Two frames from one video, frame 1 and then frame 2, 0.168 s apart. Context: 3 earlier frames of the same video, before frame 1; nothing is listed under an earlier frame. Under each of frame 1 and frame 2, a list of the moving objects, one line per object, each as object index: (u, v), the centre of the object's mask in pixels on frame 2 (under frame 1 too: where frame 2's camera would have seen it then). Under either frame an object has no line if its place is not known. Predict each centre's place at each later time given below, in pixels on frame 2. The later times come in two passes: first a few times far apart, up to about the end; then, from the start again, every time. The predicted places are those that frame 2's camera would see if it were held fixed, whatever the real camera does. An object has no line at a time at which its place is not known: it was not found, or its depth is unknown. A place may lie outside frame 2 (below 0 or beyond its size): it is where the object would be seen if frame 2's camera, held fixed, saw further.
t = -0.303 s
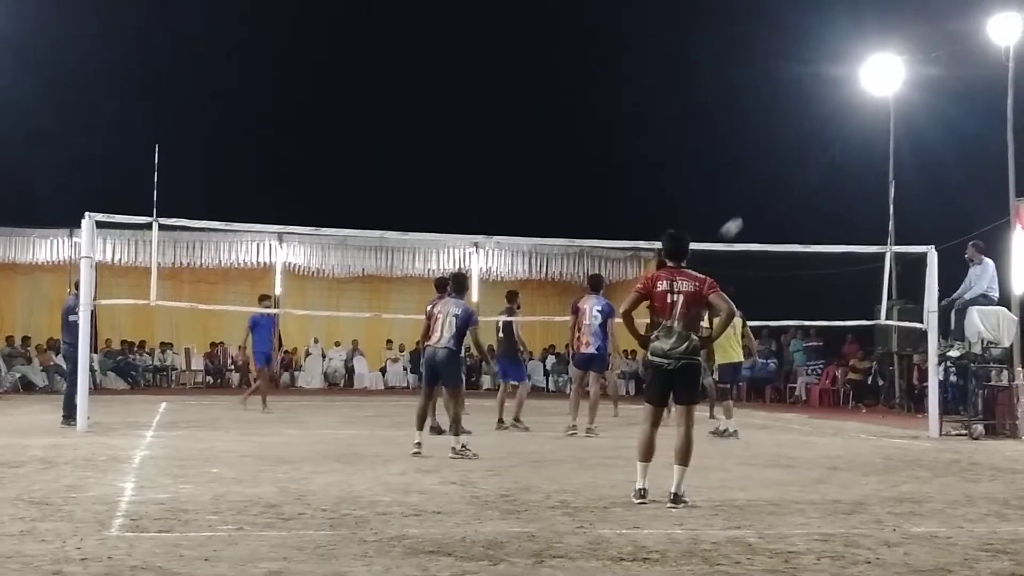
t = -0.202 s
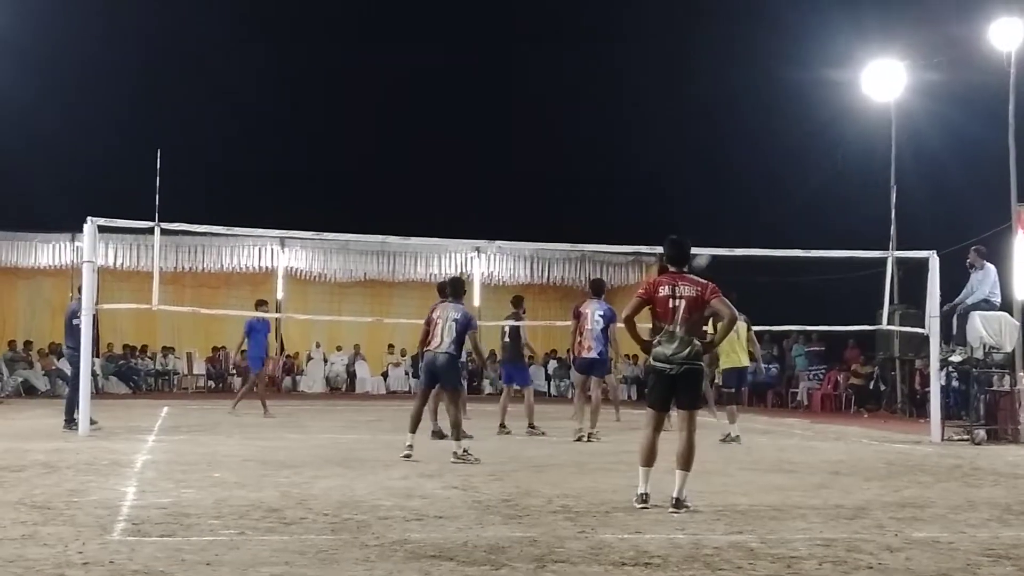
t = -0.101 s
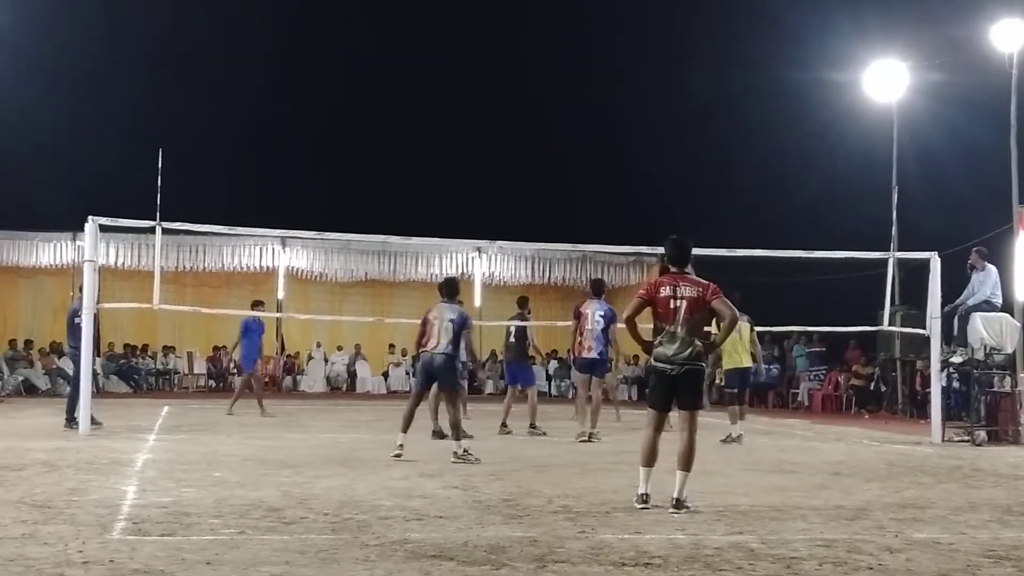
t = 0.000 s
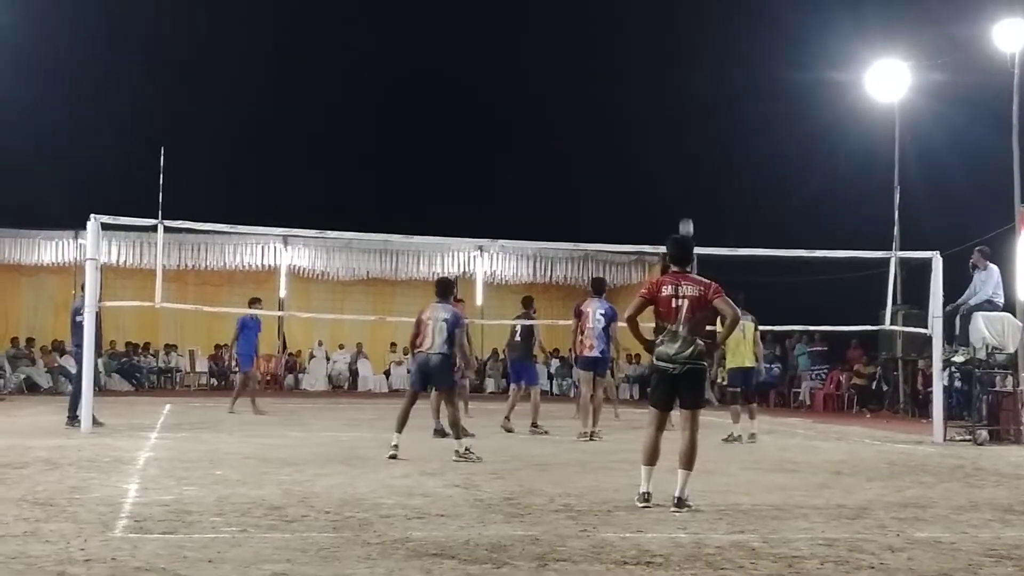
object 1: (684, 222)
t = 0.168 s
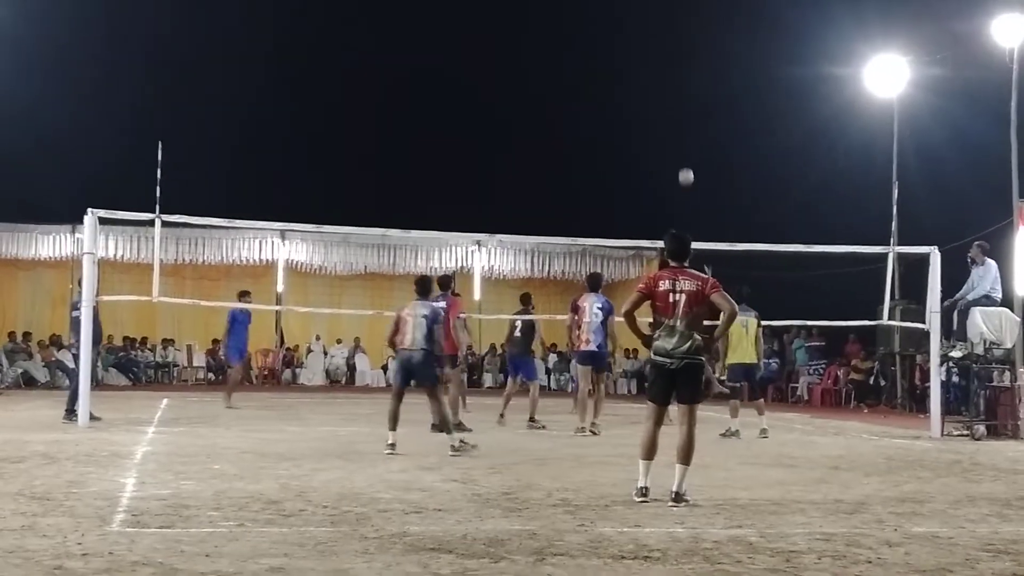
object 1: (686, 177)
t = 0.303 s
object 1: (686, 152)
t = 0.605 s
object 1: (687, 137)
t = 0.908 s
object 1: (688, 187)
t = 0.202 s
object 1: (686, 169)
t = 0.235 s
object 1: (686, 163)
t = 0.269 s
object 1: (686, 157)
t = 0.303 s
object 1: (686, 152)
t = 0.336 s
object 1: (686, 147)
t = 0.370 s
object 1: (686, 143)
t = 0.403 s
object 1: (687, 140)
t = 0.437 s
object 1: (687, 138)
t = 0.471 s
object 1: (687, 136)
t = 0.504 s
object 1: (687, 135)
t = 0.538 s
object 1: (687, 135)
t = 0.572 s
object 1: (687, 136)
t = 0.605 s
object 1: (687, 137)
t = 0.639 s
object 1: (688, 139)
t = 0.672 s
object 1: (687, 142)
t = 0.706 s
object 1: (687, 146)
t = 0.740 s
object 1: (688, 151)
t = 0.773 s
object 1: (688, 156)
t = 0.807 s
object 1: (688, 163)
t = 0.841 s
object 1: (688, 170)
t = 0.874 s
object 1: (688, 178)
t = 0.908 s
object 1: (688, 187)
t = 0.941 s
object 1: (688, 198)
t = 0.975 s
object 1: (688, 209)
